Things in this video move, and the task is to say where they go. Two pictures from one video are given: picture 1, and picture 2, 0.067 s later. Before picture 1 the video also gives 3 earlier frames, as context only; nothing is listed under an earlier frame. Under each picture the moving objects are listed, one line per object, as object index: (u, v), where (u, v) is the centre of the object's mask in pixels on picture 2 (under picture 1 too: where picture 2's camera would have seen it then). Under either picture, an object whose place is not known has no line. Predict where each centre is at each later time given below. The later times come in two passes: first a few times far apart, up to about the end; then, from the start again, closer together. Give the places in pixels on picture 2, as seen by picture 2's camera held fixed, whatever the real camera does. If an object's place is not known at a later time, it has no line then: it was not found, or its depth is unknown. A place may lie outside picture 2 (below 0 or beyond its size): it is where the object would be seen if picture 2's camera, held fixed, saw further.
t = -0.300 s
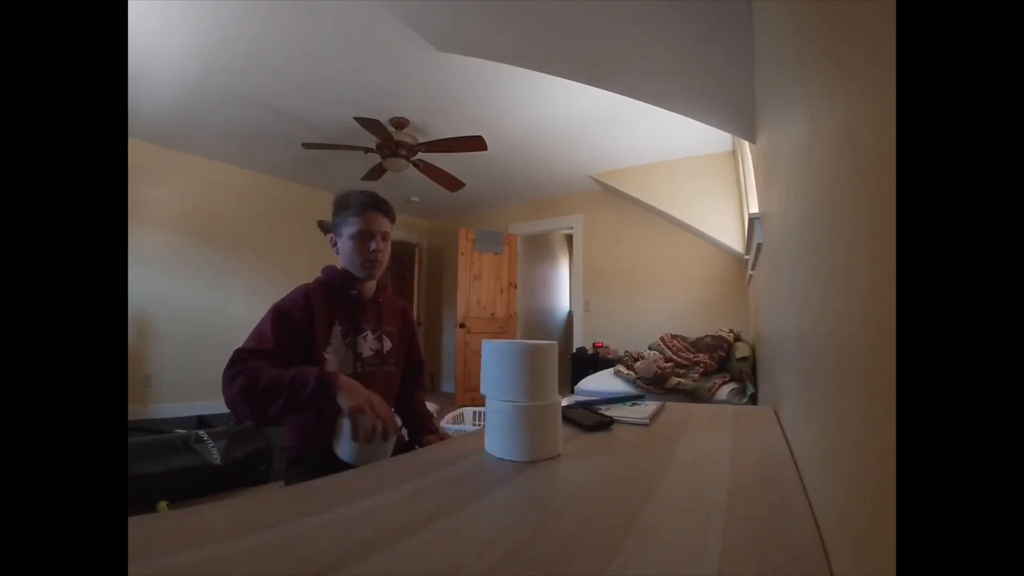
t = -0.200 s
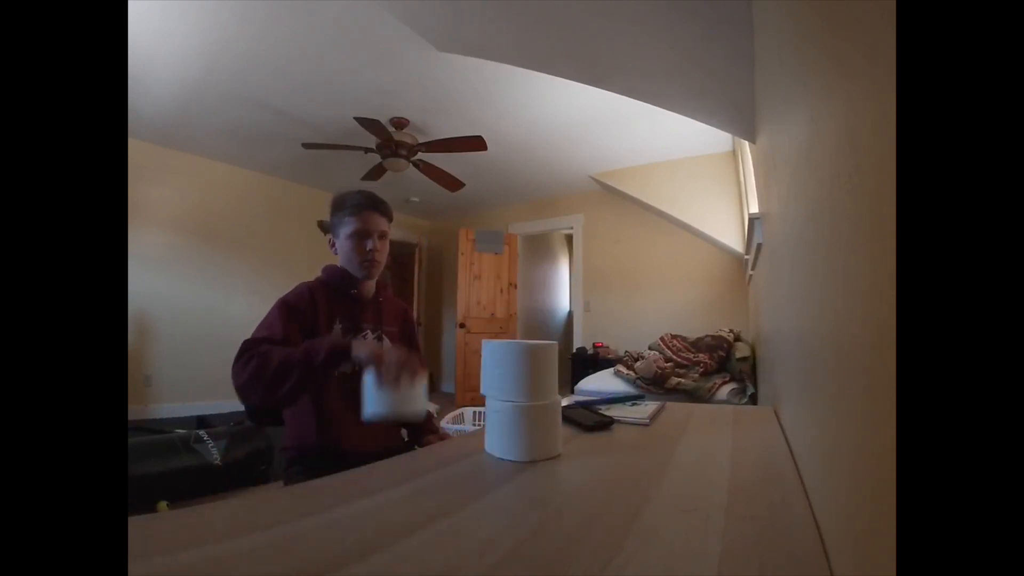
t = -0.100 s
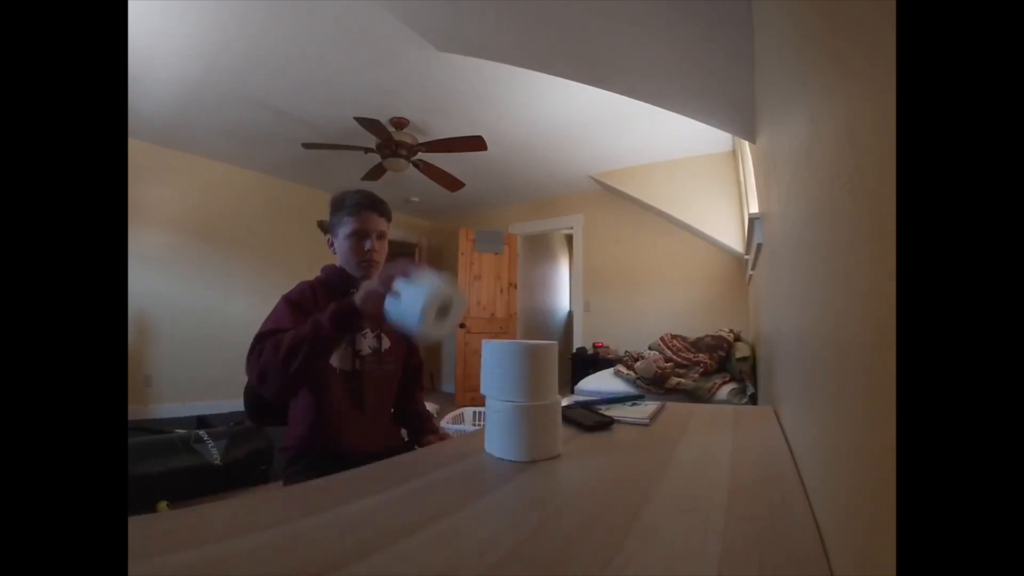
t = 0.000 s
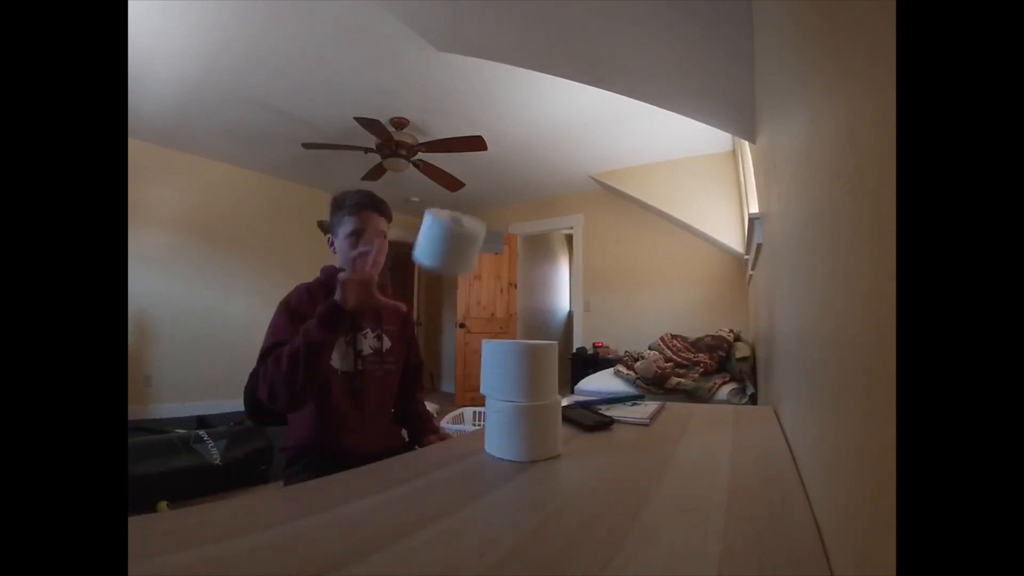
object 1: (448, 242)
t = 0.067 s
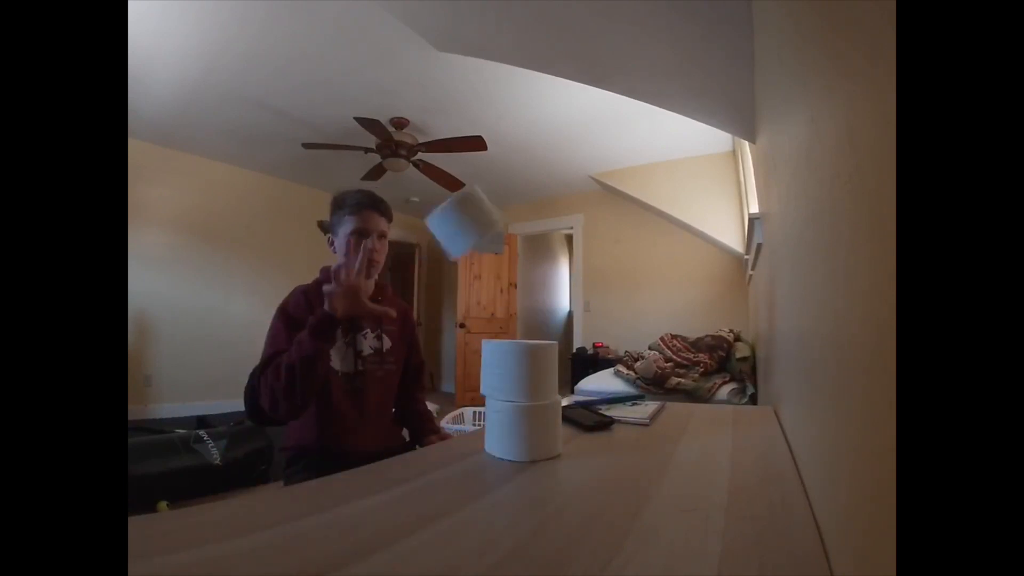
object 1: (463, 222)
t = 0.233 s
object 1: (502, 267)
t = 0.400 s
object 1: (511, 290)
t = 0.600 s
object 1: (493, 314)
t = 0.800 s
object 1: (501, 314)
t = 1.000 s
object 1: (498, 314)
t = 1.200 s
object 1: (504, 314)
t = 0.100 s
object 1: (469, 221)
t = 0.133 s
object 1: (481, 223)
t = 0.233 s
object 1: (502, 267)
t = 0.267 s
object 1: (511, 299)
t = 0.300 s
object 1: (512, 303)
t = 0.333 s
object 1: (512, 294)
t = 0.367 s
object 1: (511, 289)
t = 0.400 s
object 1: (511, 290)
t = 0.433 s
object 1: (510, 296)
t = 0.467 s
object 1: (508, 310)
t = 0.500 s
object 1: (504, 314)
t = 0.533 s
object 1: (499, 313)
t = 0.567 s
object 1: (496, 313)
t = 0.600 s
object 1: (493, 314)
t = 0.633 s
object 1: (492, 314)
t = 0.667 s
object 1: (492, 314)
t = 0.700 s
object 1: (493, 314)
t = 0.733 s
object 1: (494, 314)
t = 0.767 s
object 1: (498, 314)
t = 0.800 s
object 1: (501, 314)
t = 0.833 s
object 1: (504, 314)
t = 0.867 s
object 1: (505, 314)
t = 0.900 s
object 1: (504, 314)
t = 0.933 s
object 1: (502, 314)
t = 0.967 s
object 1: (500, 314)
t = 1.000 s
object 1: (498, 314)
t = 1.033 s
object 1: (498, 314)
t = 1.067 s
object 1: (498, 314)
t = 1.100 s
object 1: (499, 314)
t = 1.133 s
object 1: (501, 314)
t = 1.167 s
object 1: (503, 314)
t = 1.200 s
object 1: (504, 314)
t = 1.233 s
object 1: (503, 314)
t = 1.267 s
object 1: (502, 314)
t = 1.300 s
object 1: (500, 314)
